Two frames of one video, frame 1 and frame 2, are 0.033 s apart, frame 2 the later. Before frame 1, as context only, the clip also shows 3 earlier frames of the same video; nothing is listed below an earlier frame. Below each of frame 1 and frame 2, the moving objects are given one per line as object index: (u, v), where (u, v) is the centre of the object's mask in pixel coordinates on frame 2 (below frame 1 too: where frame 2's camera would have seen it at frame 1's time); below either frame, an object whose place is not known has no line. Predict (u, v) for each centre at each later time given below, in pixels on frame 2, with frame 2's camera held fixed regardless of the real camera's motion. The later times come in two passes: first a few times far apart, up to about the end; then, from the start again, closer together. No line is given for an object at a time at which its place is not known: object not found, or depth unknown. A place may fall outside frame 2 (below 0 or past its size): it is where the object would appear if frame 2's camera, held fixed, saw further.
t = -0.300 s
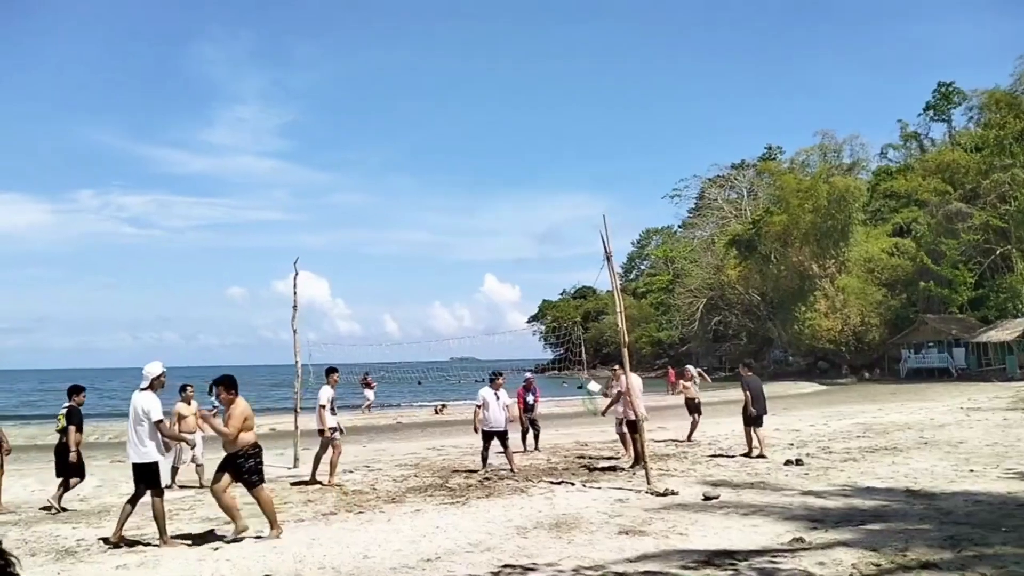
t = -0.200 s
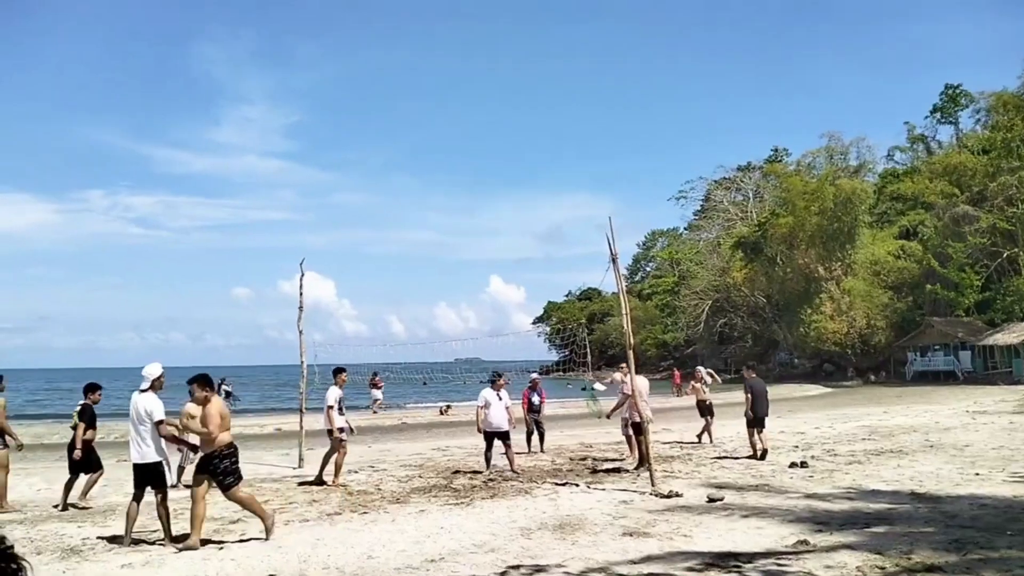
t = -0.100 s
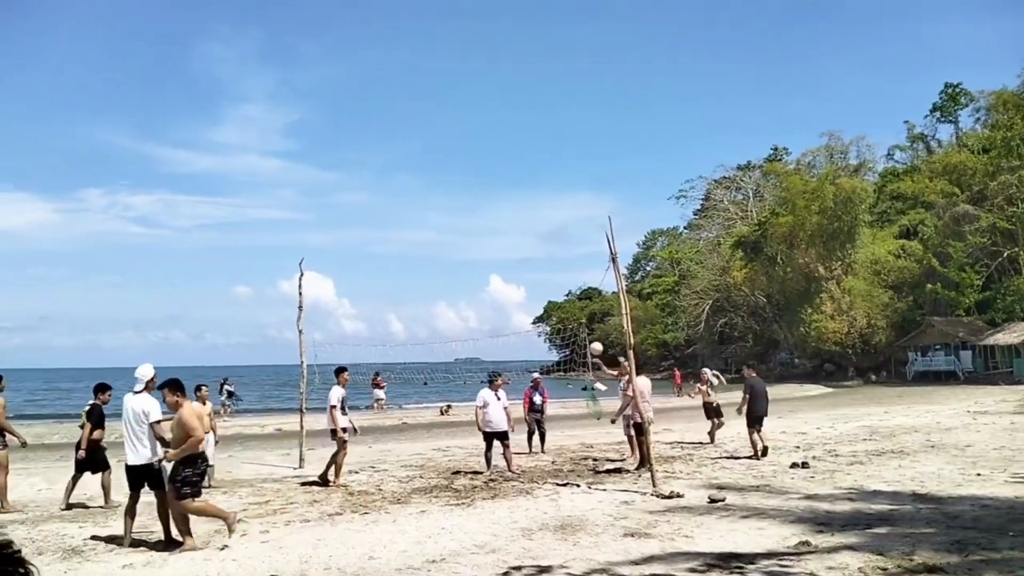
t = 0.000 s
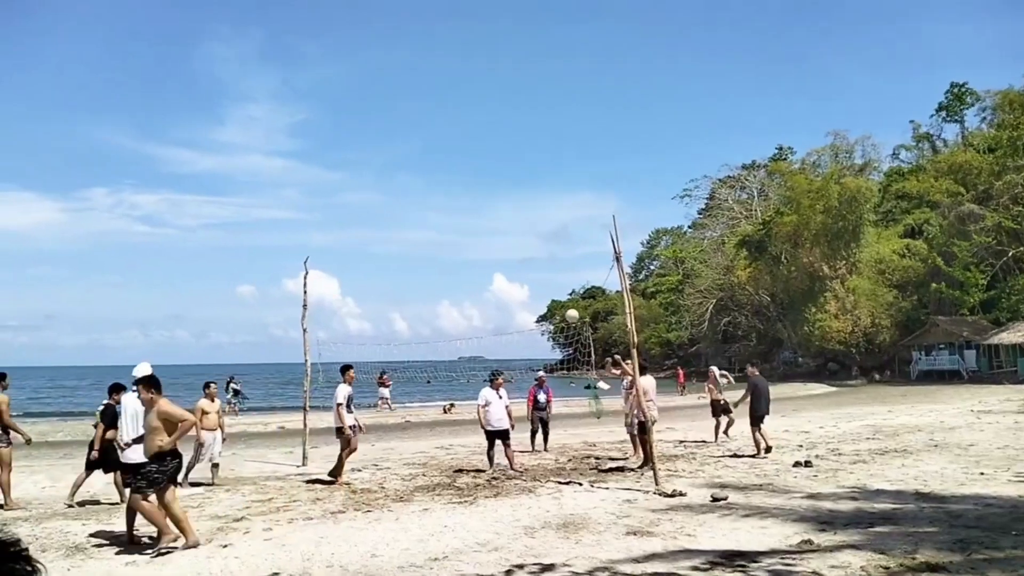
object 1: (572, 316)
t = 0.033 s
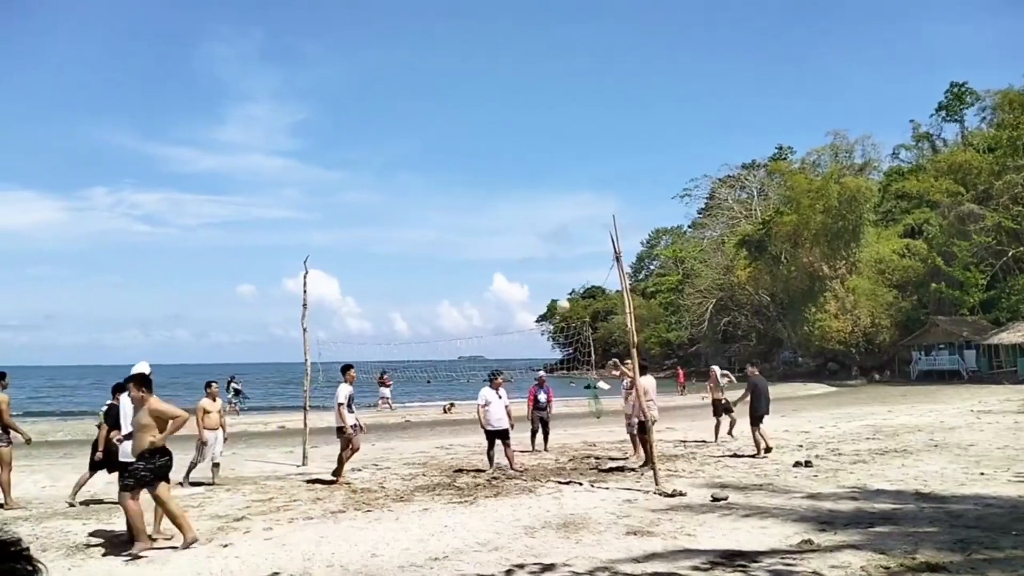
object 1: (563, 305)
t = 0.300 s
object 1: (483, 249)
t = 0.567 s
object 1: (389, 234)
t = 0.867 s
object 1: (257, 291)
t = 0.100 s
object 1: (543, 288)
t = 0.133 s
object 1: (534, 280)
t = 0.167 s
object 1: (525, 273)
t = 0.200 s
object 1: (514, 266)
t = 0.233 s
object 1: (504, 259)
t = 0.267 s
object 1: (494, 254)
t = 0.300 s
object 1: (483, 249)
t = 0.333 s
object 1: (472, 244)
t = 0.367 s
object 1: (461, 241)
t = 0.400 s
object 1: (450, 238)
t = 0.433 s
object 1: (439, 235)
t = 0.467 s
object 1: (426, 234)
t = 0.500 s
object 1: (414, 233)
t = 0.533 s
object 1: (402, 233)
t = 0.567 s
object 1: (389, 234)
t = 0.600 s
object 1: (376, 236)
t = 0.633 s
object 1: (362, 239)
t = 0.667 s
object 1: (348, 243)
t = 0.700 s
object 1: (334, 248)
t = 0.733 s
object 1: (320, 254)
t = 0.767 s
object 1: (305, 262)
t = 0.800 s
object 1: (289, 270)
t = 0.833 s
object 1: (273, 280)
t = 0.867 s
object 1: (257, 291)
